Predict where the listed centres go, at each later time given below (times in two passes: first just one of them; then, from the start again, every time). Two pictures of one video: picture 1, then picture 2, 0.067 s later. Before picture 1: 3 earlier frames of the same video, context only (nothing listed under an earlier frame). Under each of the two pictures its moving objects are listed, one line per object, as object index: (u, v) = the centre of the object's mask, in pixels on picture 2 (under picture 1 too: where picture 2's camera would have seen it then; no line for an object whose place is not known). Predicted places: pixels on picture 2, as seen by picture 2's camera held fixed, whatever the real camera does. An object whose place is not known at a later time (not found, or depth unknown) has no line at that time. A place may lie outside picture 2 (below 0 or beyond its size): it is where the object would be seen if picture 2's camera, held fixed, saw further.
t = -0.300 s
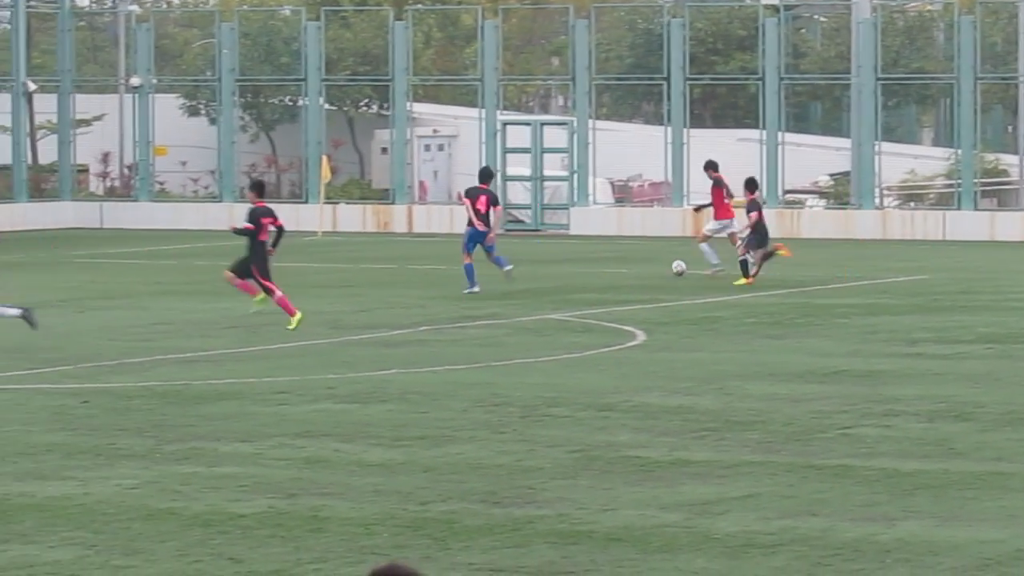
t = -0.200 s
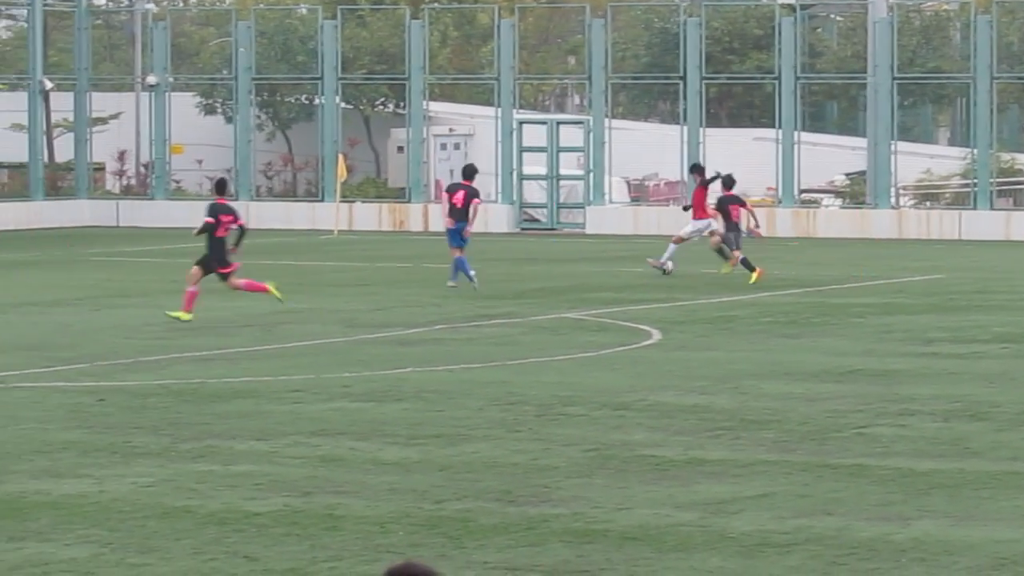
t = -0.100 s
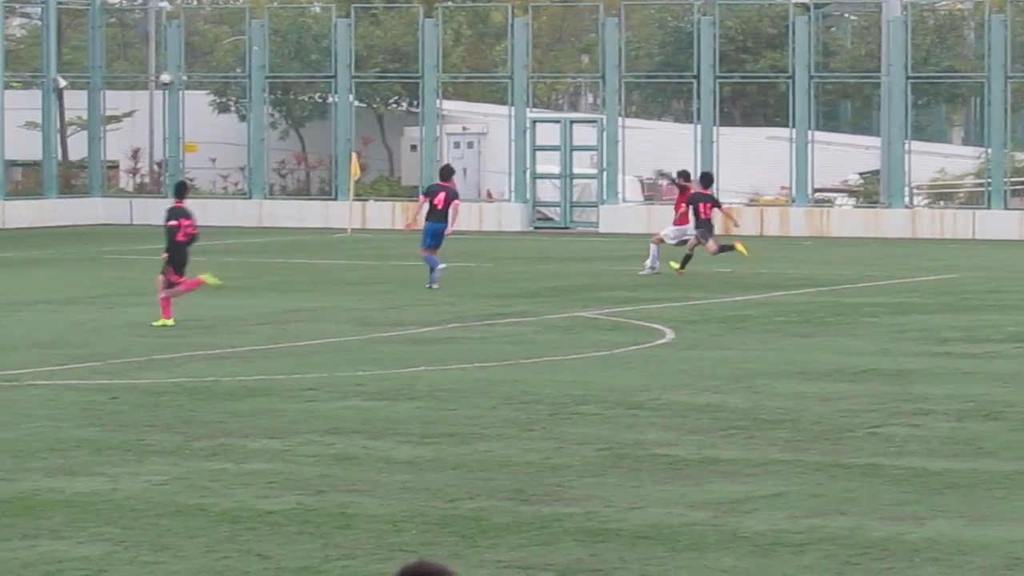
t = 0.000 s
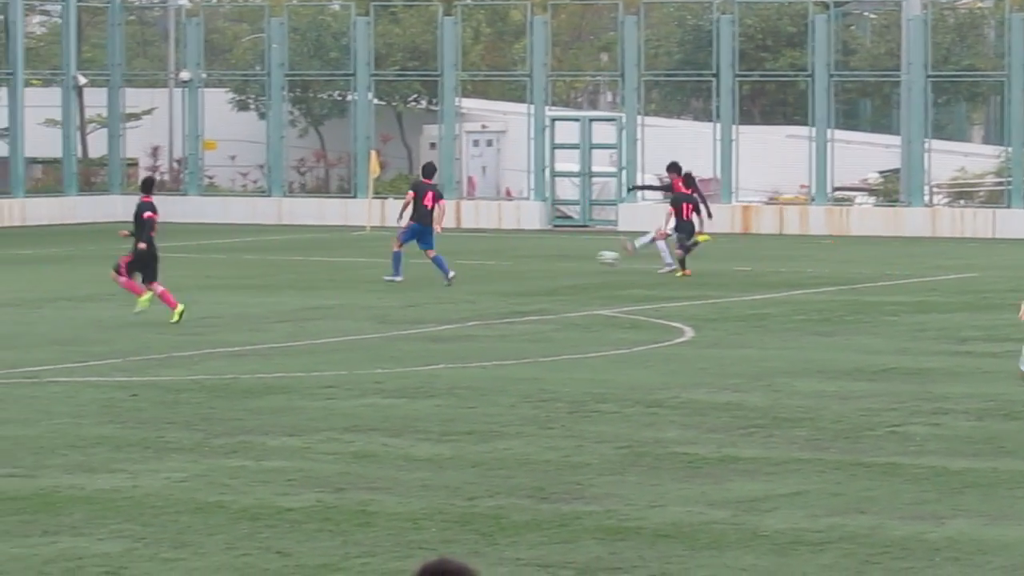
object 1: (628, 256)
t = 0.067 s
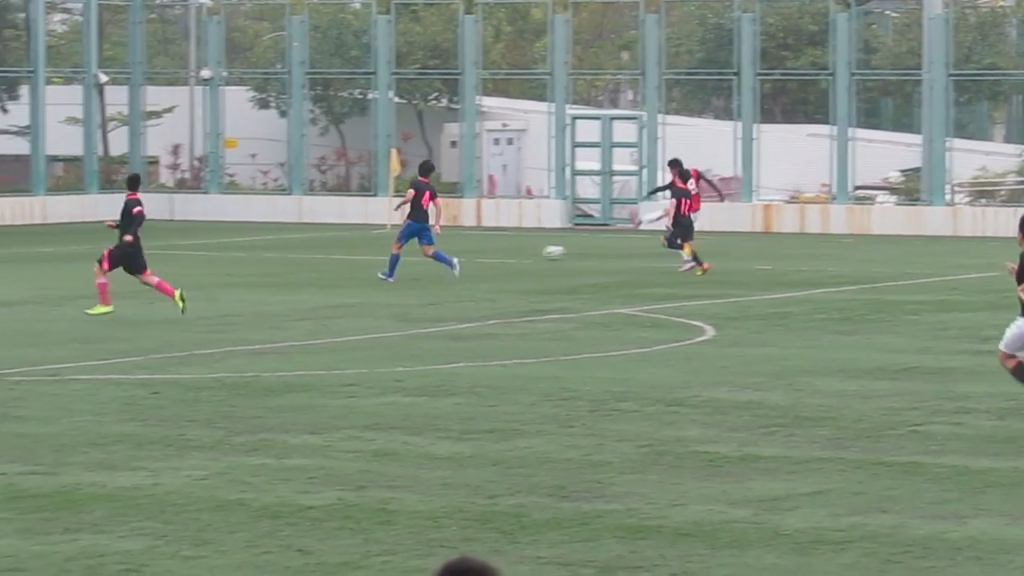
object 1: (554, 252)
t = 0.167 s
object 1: (443, 255)
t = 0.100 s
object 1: (516, 252)
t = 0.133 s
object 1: (479, 253)
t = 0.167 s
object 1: (443, 255)
